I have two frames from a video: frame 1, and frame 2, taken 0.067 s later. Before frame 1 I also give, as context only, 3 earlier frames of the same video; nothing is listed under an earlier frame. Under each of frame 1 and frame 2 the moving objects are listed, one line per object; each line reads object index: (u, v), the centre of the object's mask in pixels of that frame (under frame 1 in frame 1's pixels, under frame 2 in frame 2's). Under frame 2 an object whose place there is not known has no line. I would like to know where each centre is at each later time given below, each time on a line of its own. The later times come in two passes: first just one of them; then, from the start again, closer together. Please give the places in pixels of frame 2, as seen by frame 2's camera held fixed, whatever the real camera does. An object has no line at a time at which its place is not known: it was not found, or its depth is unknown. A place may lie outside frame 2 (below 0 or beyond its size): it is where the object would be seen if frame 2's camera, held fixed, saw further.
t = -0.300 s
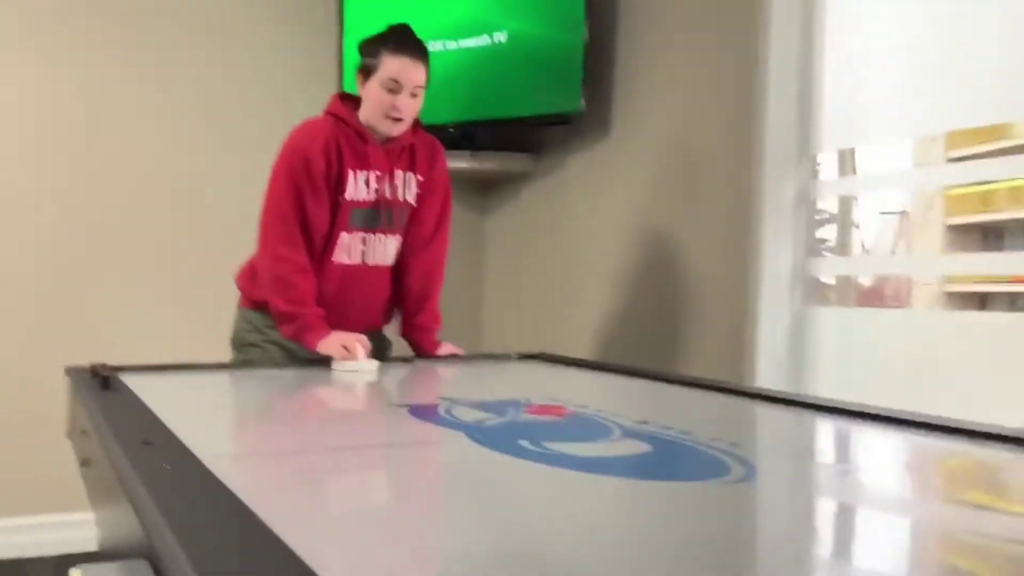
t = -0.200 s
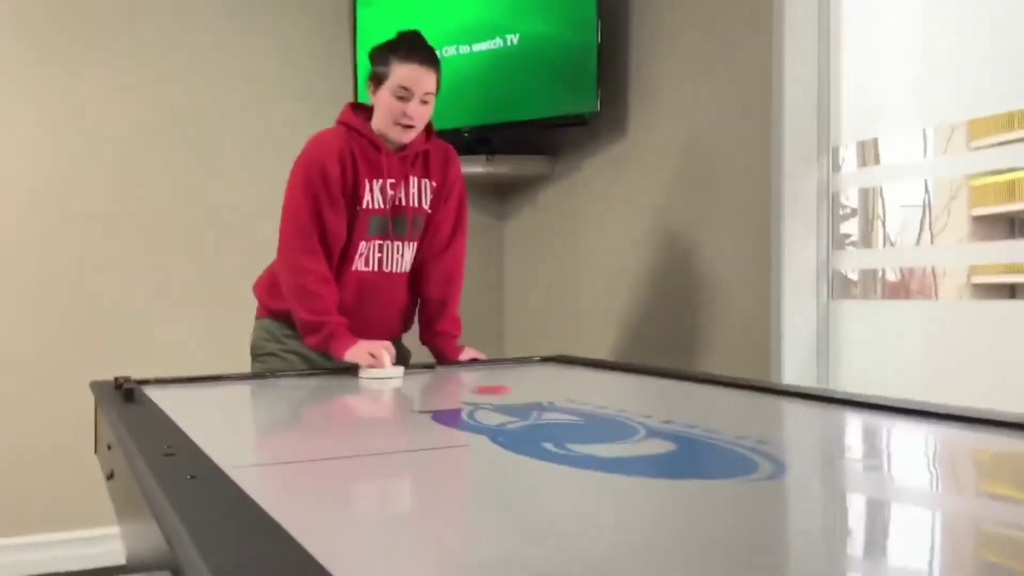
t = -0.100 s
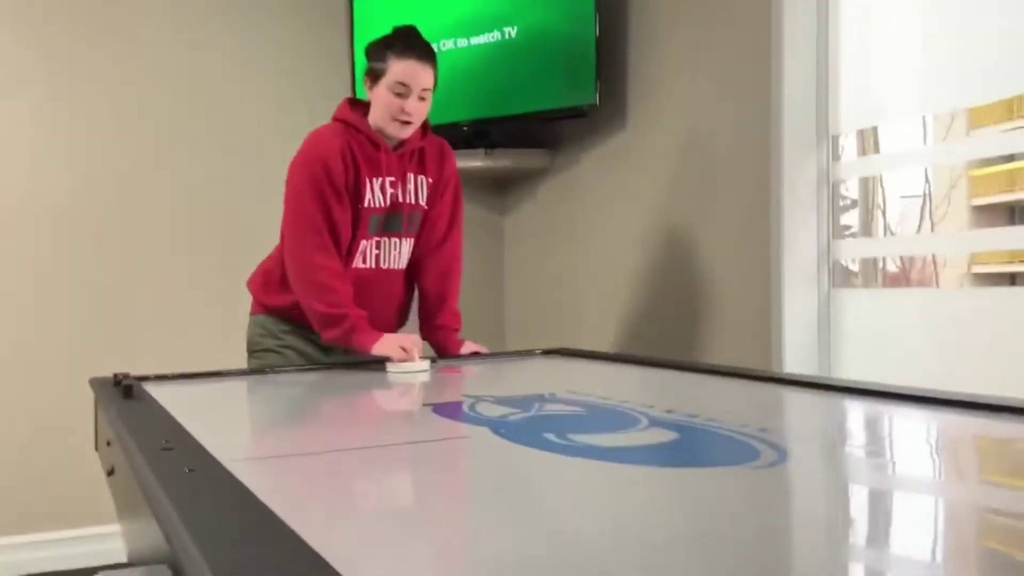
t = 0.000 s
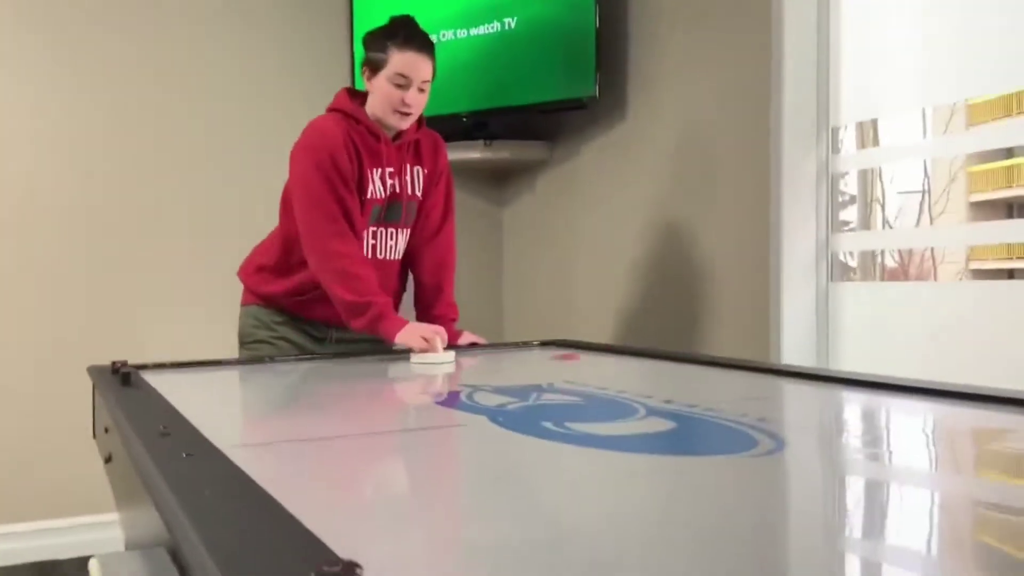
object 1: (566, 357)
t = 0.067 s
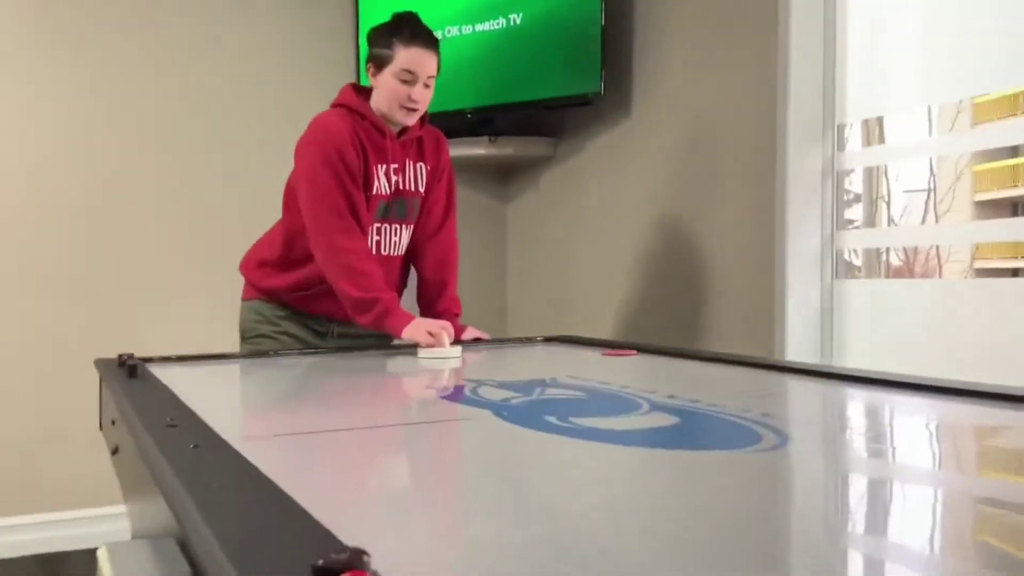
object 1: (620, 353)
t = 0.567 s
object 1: (548, 398)
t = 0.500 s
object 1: (562, 390)
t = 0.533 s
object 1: (556, 393)
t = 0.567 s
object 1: (548, 398)
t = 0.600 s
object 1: (541, 402)
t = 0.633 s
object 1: (533, 407)
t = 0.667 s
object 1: (524, 412)
